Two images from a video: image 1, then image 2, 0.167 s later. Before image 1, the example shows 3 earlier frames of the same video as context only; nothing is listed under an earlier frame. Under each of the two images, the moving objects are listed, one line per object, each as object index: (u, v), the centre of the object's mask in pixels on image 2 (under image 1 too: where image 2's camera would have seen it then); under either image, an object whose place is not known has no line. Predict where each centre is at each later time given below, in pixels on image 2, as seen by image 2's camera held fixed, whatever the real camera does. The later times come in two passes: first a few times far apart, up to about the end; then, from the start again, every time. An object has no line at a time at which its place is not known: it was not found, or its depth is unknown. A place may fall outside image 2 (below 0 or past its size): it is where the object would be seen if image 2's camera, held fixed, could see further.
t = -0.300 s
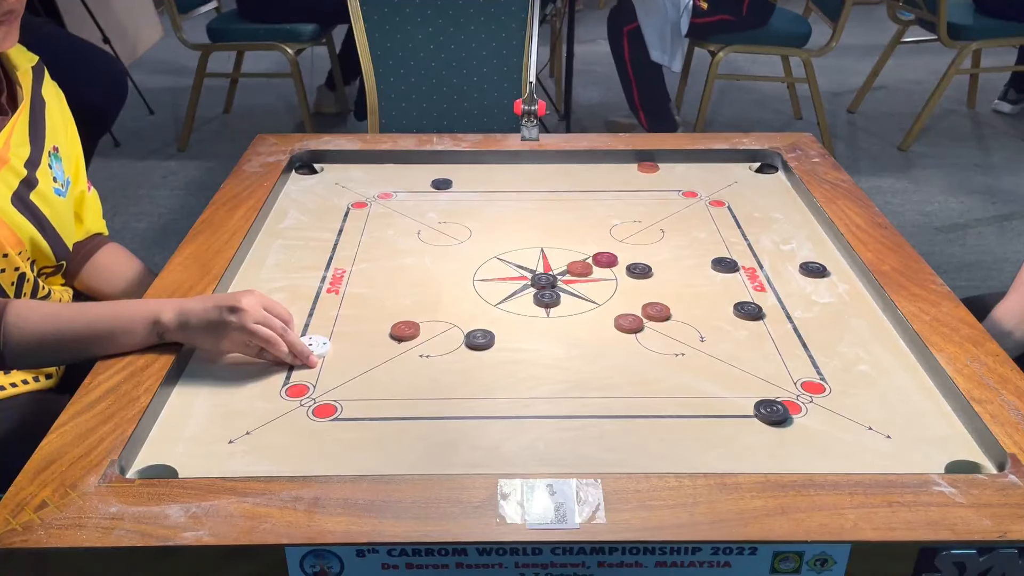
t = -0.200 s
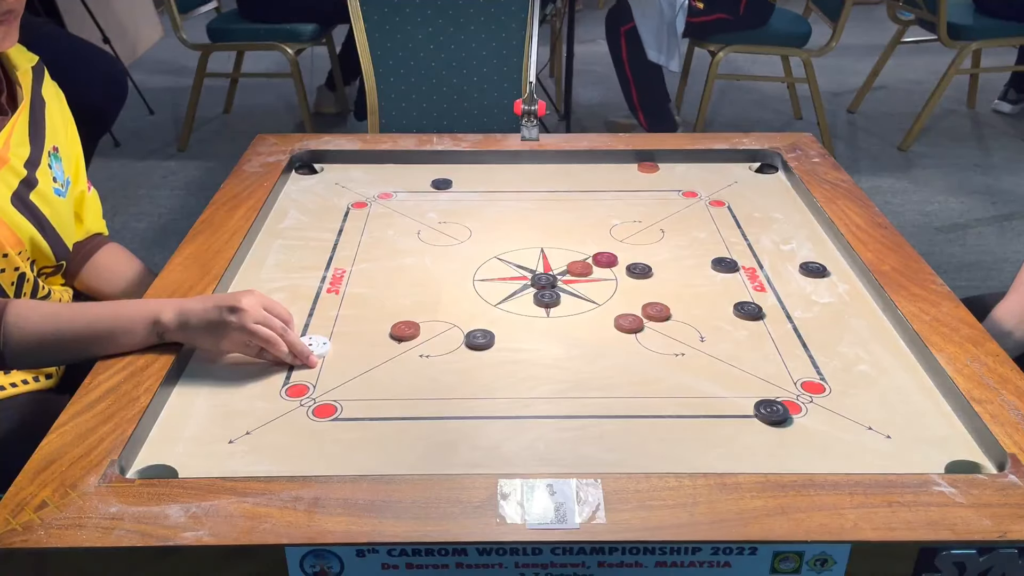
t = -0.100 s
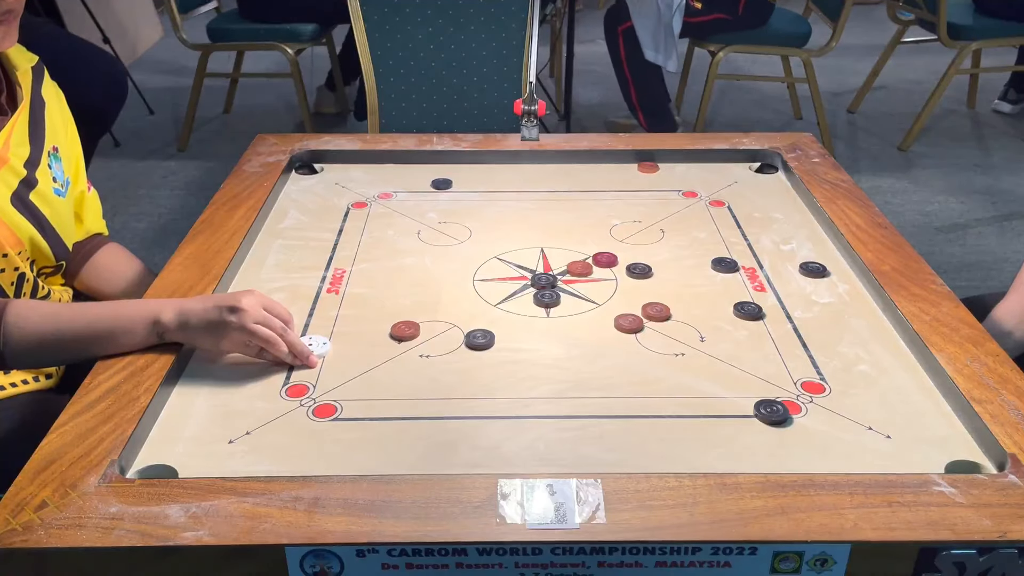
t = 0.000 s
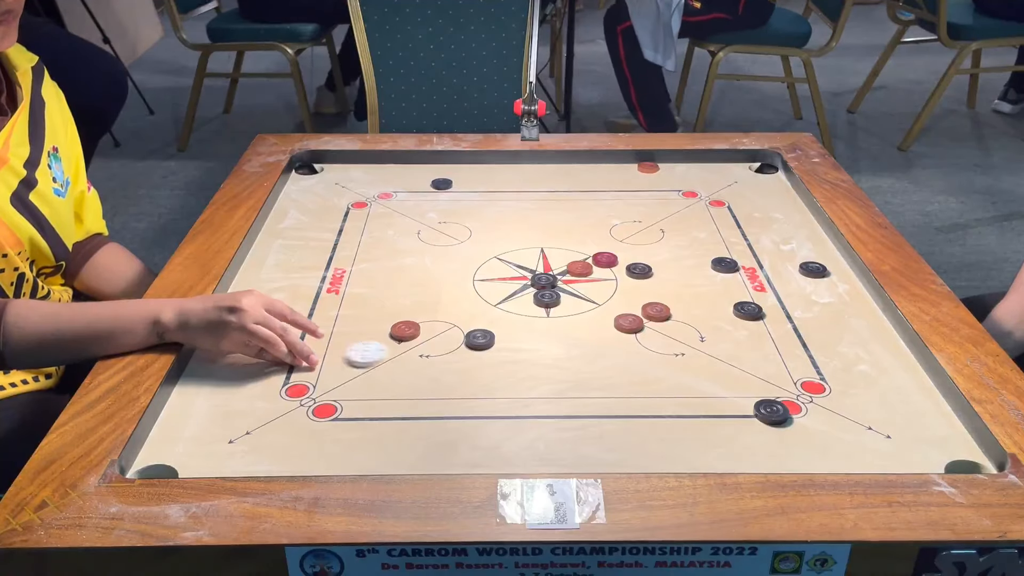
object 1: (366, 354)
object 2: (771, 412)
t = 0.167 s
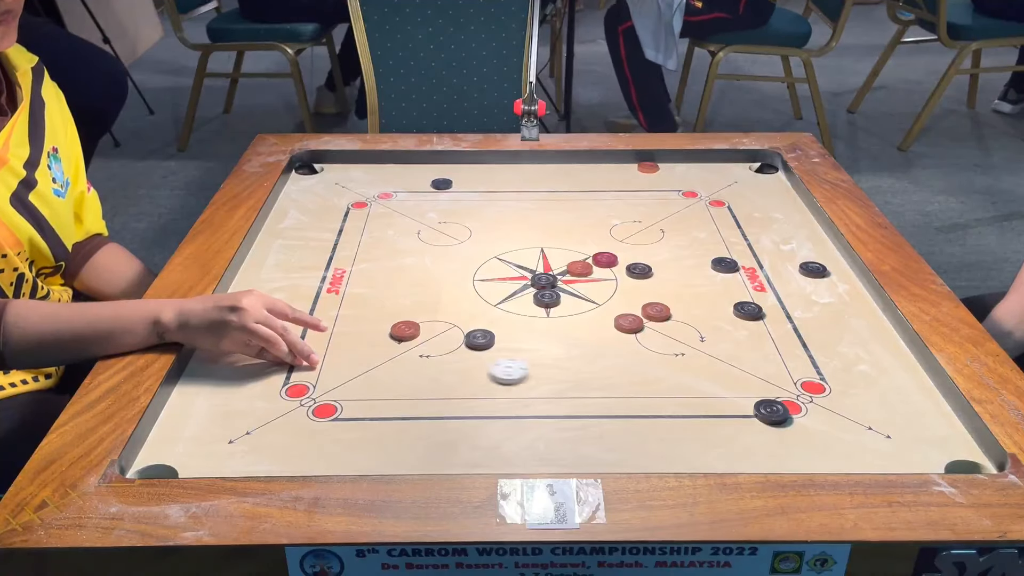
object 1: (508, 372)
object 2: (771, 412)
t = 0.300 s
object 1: (614, 384)
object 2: (771, 412)
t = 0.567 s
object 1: (769, 398)
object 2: (833, 433)
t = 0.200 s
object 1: (536, 374)
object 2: (771, 412)
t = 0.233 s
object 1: (562, 378)
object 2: (771, 412)
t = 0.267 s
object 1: (588, 381)
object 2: (771, 412)
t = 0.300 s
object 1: (614, 384)
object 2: (771, 412)
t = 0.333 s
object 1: (639, 386)
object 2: (771, 412)
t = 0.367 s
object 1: (663, 389)
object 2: (771, 412)
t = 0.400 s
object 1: (687, 392)
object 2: (771, 412)
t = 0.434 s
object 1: (710, 395)
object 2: (771, 412)
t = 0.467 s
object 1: (731, 398)
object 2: (771, 412)
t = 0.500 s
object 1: (746, 398)
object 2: (790, 419)
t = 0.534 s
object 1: (758, 398)
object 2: (812, 426)
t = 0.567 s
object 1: (769, 398)
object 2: (833, 433)
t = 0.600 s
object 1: (780, 398)
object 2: (853, 440)
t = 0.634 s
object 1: (789, 398)
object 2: (873, 446)
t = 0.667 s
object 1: (797, 398)
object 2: (892, 453)
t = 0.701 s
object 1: (804, 398)
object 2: (910, 459)
